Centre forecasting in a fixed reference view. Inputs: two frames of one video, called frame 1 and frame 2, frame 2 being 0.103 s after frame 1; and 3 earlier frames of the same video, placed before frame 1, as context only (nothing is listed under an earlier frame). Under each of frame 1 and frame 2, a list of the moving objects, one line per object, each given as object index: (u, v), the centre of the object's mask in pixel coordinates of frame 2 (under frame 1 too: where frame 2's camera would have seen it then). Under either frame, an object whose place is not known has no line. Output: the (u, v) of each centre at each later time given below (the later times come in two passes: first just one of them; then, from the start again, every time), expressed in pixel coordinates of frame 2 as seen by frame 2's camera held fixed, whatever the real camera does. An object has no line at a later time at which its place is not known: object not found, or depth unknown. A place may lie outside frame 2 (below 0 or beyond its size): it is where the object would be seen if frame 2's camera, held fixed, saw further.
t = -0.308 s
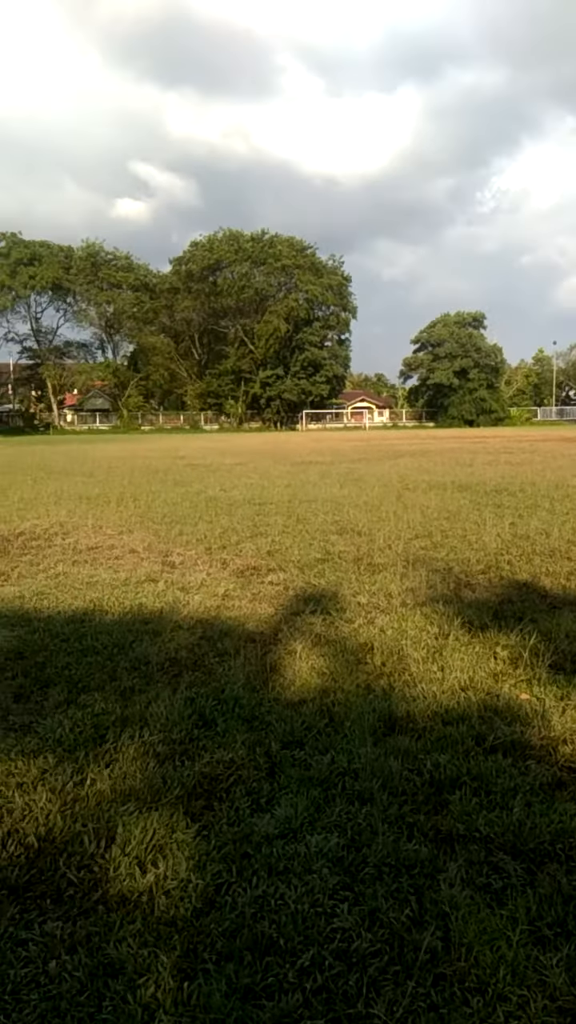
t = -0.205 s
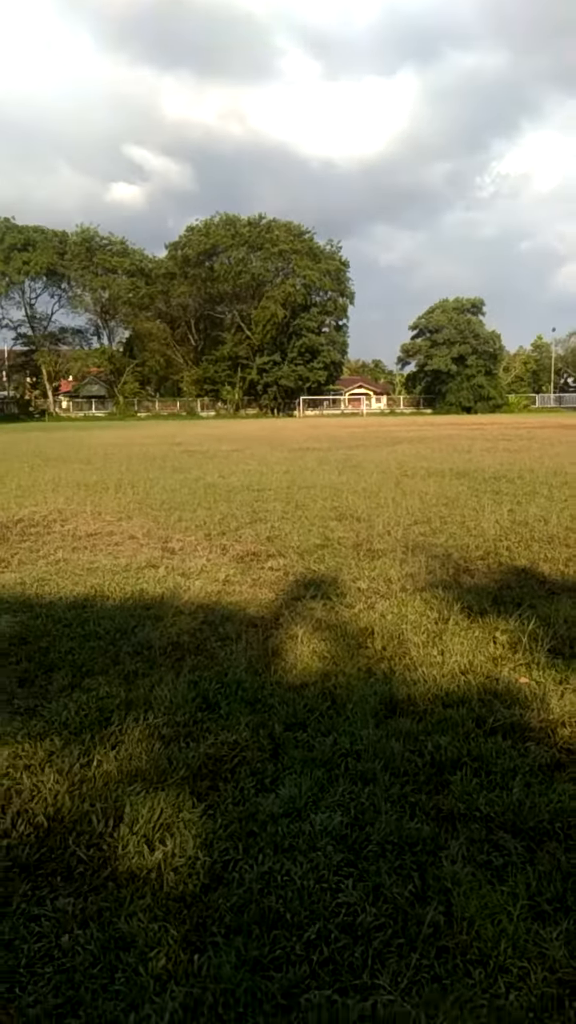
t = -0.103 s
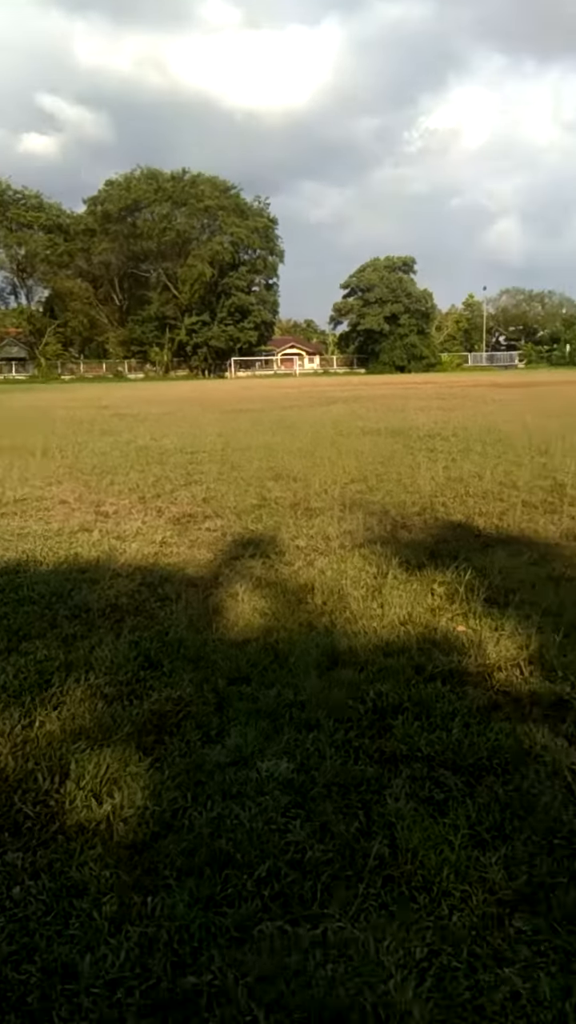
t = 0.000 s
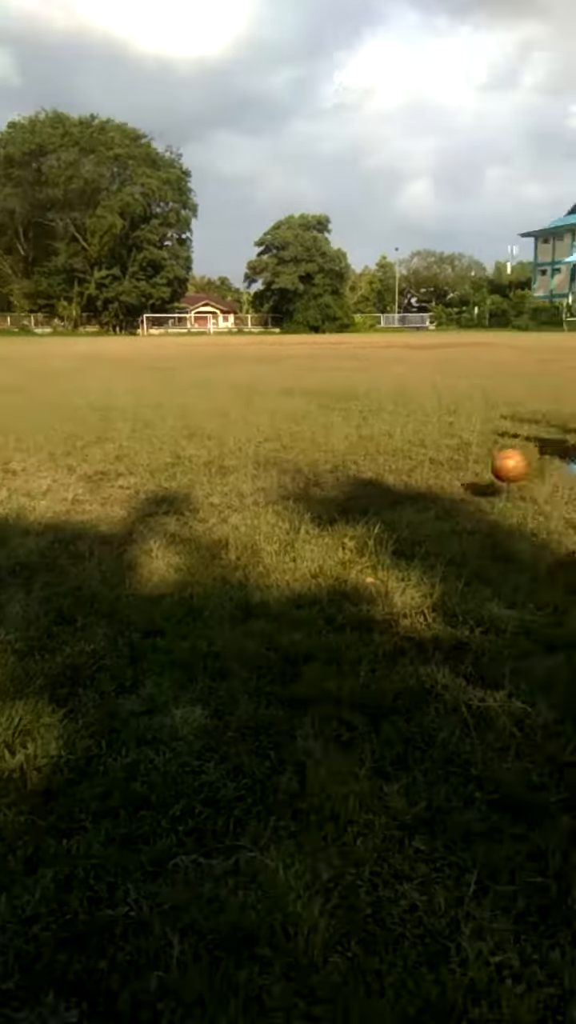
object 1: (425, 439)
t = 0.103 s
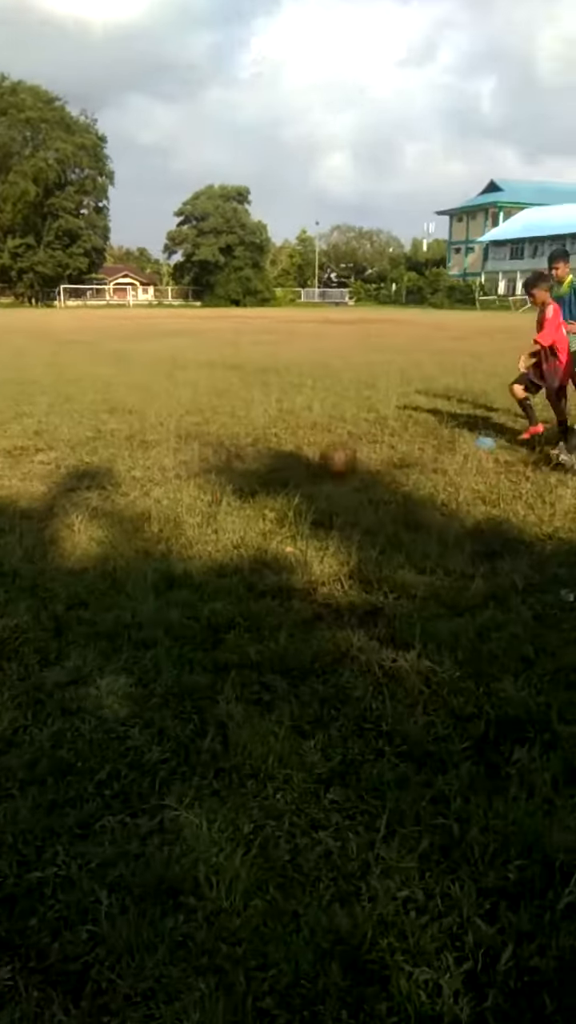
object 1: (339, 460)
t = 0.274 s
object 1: (179, 510)
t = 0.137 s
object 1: (306, 470)
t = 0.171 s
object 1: (270, 485)
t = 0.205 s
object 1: (235, 500)
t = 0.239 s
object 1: (204, 508)
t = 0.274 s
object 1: (179, 510)
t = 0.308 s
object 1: (153, 510)
